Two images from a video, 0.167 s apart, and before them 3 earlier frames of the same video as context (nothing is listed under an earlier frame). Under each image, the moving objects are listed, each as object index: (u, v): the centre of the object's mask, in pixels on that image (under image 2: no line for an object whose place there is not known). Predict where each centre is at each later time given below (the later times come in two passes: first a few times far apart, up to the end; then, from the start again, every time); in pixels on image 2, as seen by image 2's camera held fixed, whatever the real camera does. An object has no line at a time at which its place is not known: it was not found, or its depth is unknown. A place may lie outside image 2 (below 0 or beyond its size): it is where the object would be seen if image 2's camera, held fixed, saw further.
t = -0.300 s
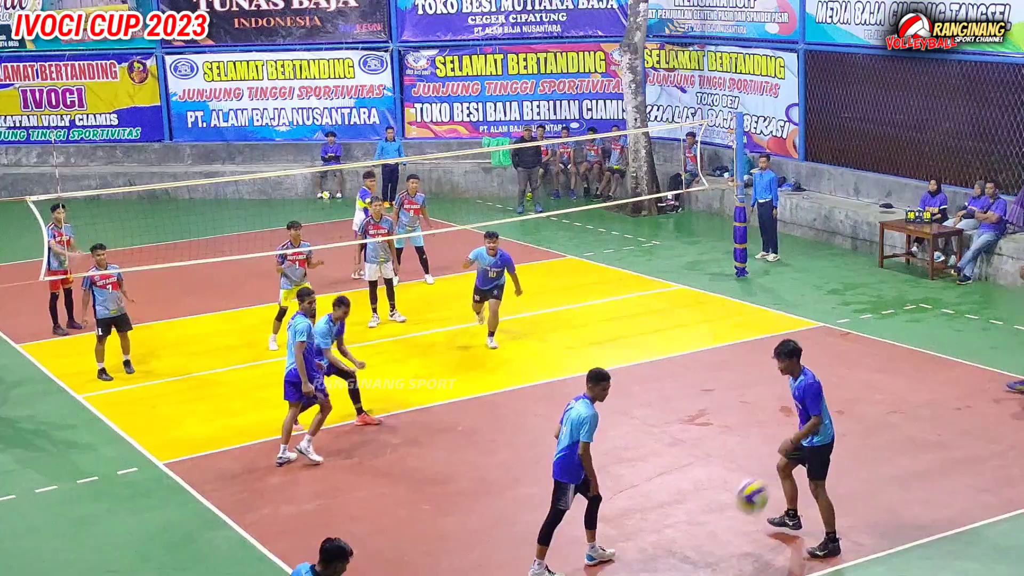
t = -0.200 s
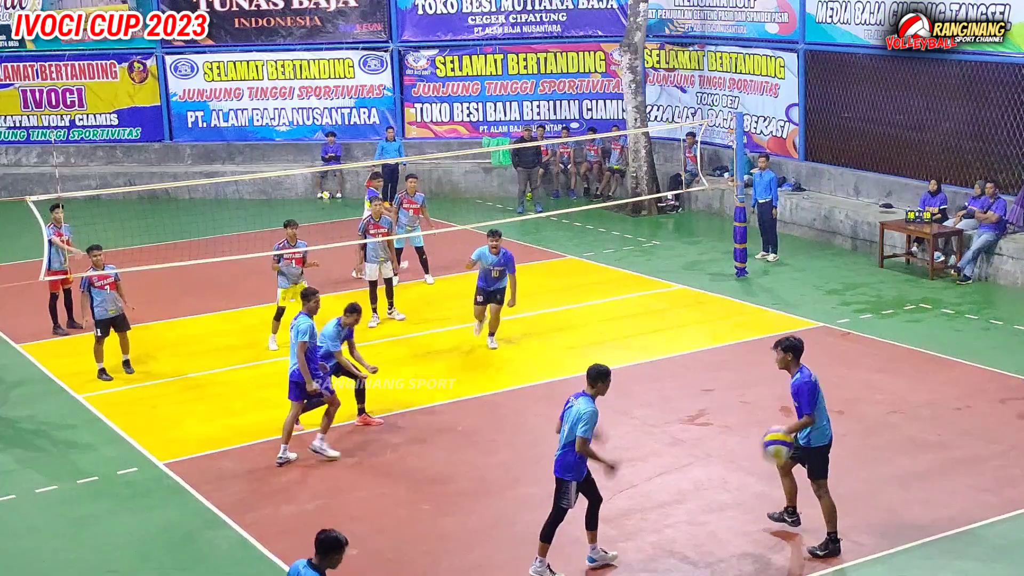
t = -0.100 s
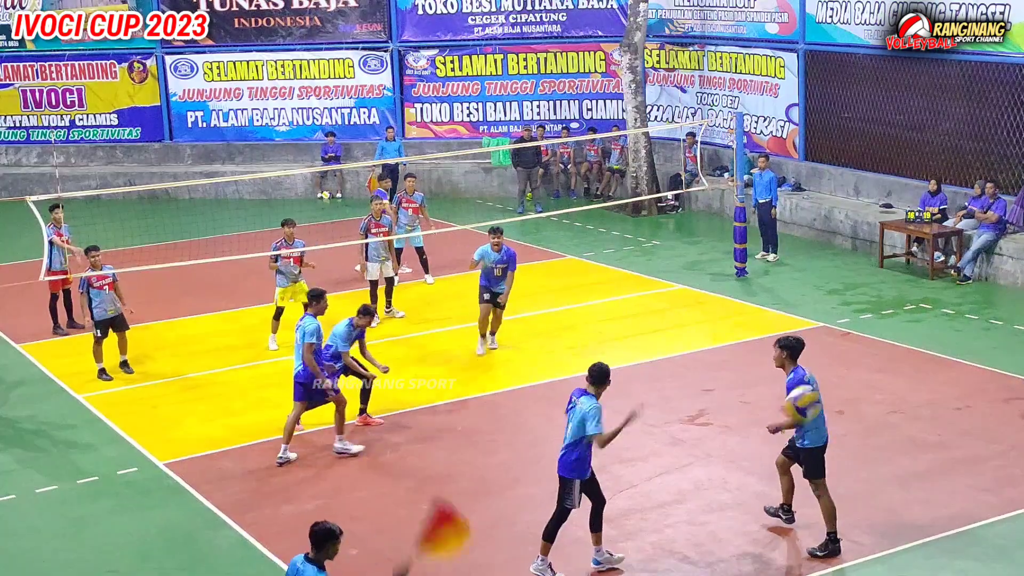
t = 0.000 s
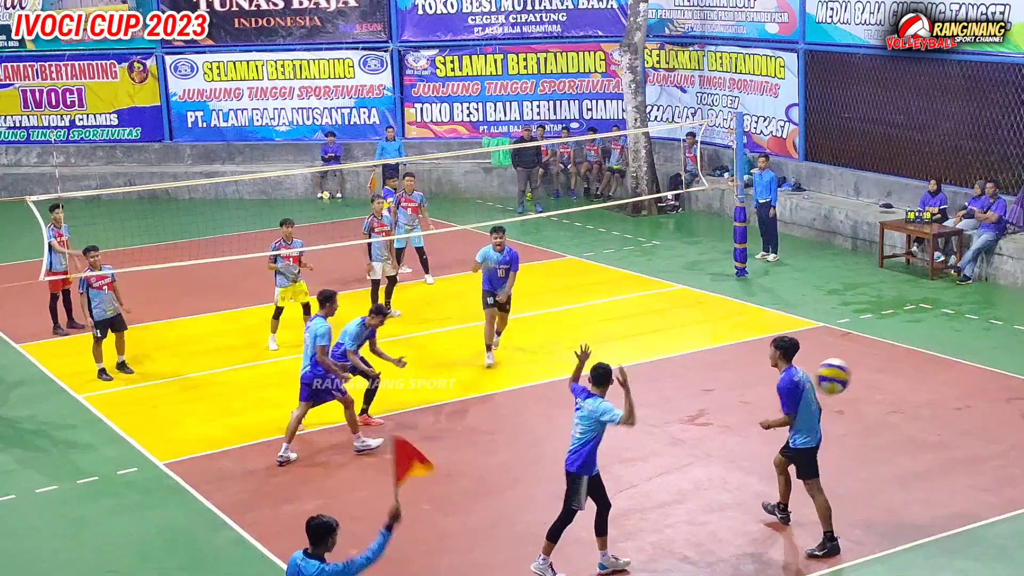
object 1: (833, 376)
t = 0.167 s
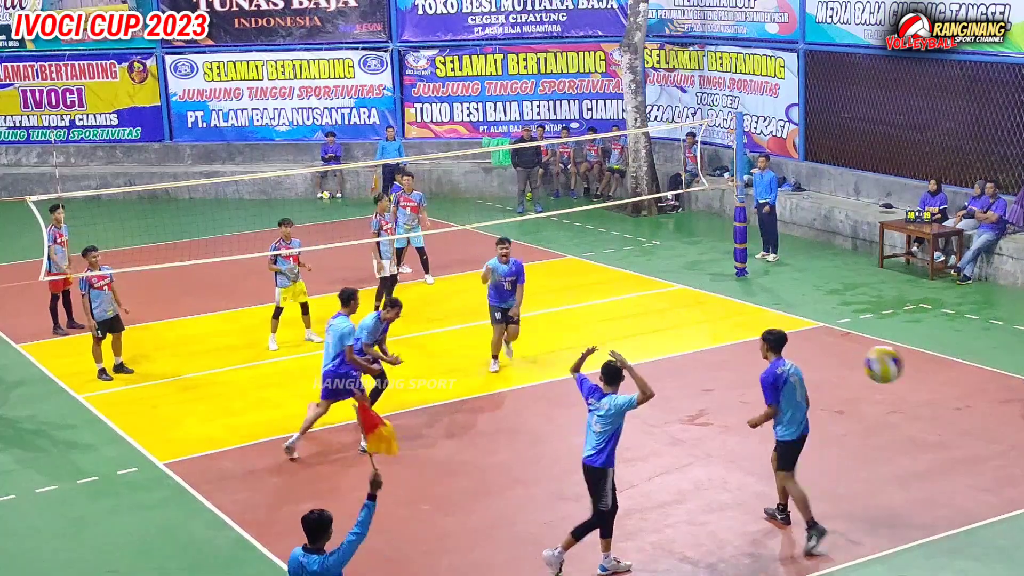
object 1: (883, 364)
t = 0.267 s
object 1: (916, 379)
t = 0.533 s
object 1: (1011, 517)
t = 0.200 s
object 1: (895, 367)
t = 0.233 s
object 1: (905, 372)
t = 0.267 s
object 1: (916, 379)
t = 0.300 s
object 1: (927, 387)
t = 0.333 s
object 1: (940, 400)
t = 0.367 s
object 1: (953, 414)
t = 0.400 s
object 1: (964, 429)
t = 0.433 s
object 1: (977, 449)
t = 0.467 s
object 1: (989, 469)
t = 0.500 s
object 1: (1001, 491)
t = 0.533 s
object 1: (1011, 517)
